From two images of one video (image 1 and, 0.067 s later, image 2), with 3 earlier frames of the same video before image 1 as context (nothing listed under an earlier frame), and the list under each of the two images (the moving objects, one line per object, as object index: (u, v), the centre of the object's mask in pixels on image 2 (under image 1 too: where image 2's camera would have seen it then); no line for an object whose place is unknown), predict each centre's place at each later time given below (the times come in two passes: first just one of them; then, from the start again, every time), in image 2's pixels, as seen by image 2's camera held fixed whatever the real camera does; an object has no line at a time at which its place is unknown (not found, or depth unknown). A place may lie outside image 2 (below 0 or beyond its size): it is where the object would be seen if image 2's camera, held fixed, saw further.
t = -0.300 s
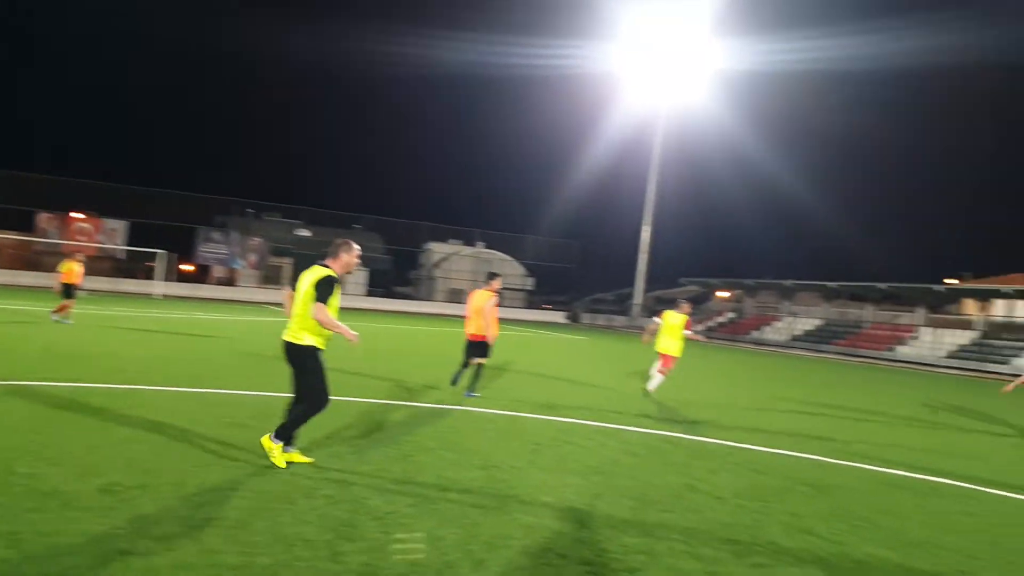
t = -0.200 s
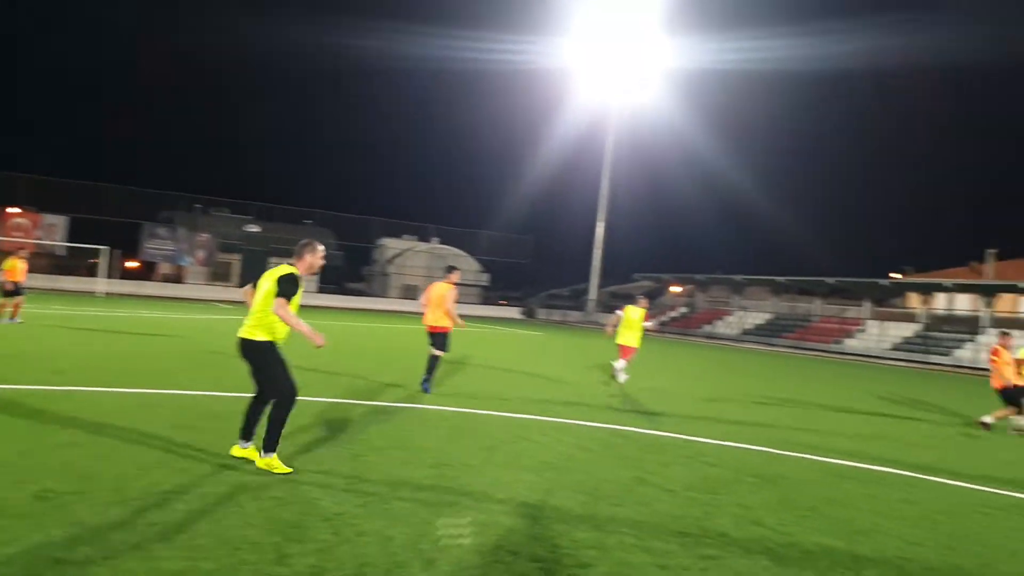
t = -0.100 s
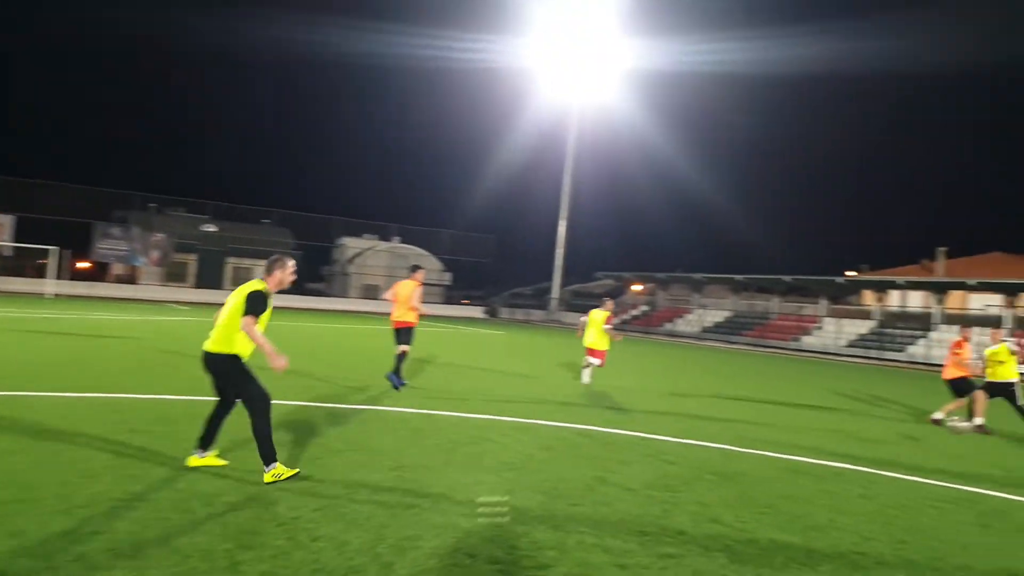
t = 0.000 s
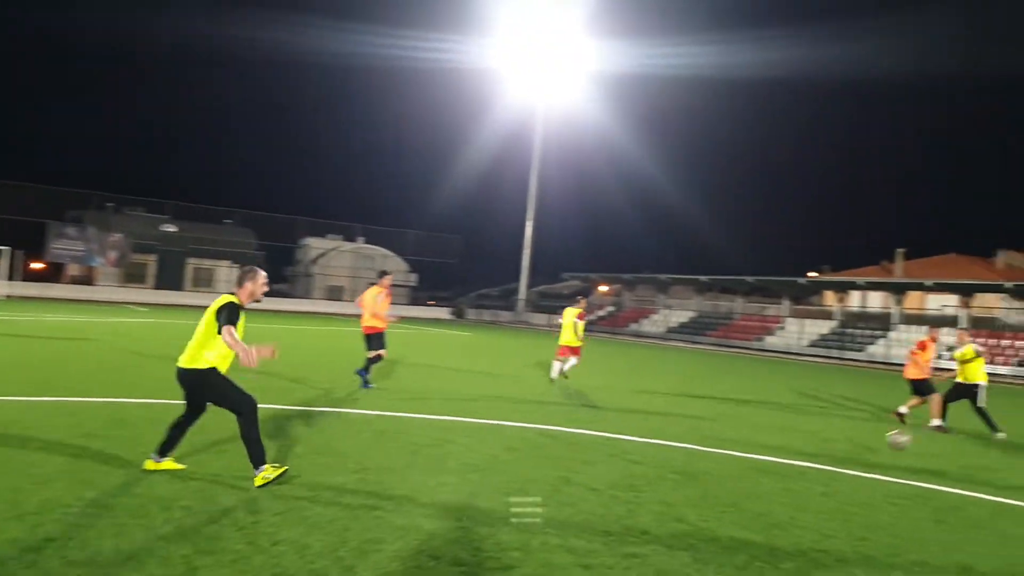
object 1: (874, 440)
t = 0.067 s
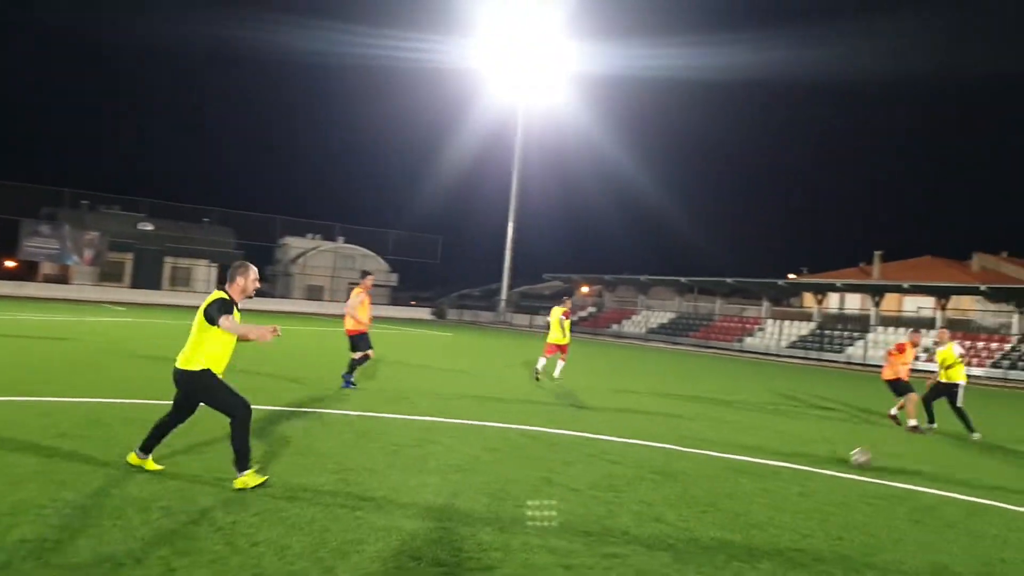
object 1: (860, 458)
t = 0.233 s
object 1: (836, 451)
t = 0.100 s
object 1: (857, 458)
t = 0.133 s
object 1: (853, 455)
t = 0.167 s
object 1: (848, 452)
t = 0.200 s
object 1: (843, 451)
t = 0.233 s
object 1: (836, 451)
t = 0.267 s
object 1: (831, 453)
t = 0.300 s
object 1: (825, 455)
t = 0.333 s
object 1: (818, 459)
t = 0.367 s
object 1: (810, 465)
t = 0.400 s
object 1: (802, 473)
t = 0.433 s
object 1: (793, 482)
